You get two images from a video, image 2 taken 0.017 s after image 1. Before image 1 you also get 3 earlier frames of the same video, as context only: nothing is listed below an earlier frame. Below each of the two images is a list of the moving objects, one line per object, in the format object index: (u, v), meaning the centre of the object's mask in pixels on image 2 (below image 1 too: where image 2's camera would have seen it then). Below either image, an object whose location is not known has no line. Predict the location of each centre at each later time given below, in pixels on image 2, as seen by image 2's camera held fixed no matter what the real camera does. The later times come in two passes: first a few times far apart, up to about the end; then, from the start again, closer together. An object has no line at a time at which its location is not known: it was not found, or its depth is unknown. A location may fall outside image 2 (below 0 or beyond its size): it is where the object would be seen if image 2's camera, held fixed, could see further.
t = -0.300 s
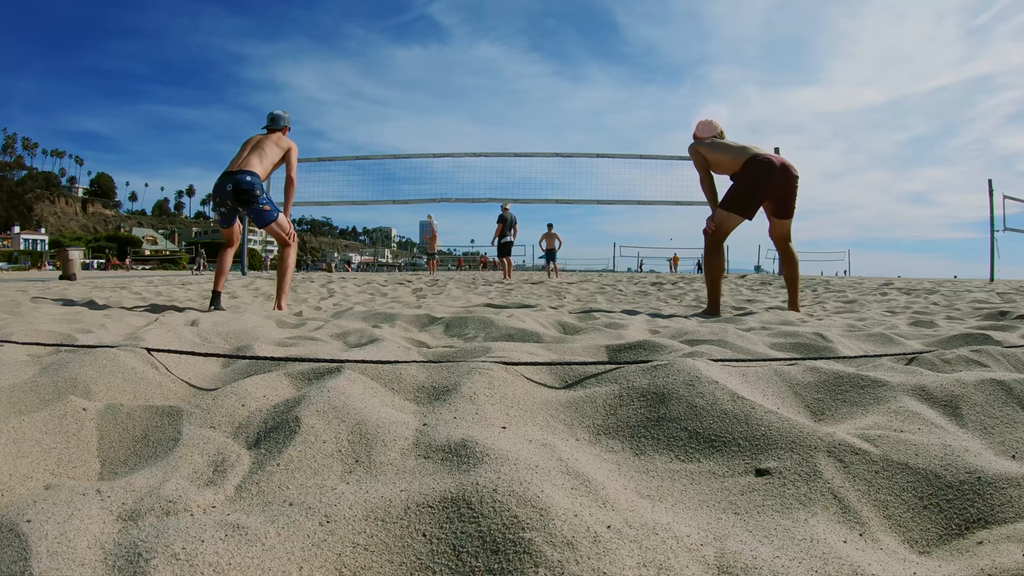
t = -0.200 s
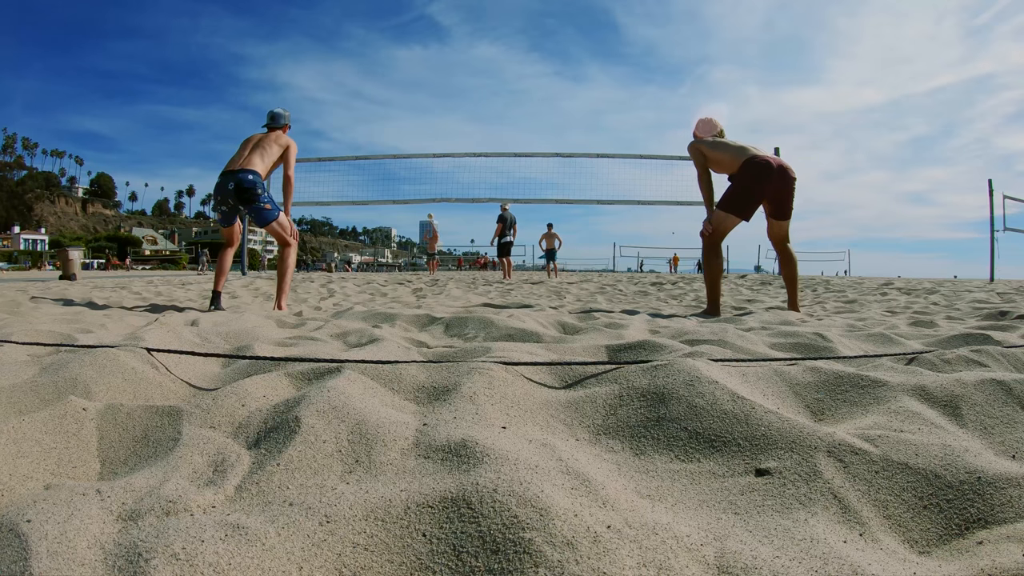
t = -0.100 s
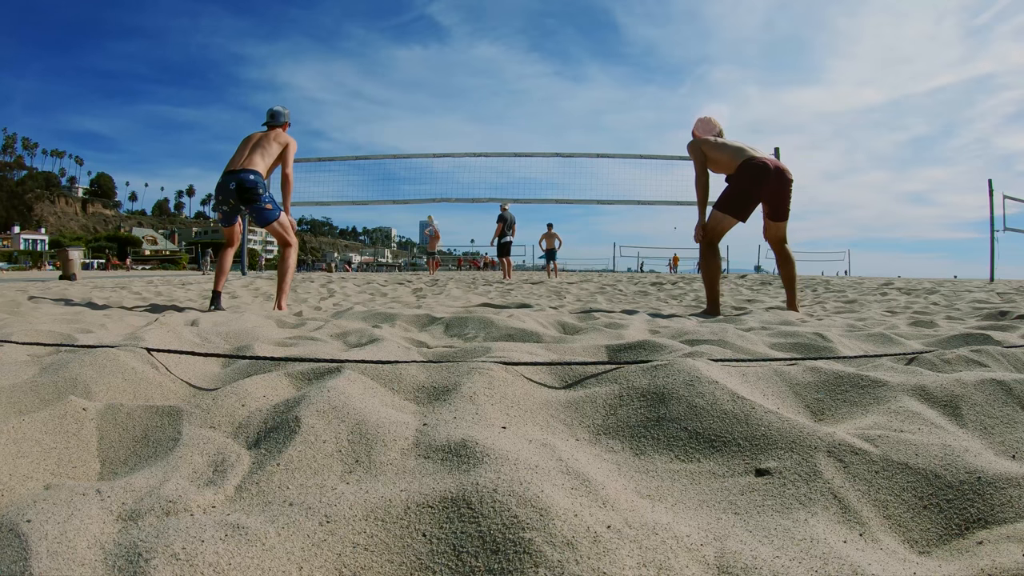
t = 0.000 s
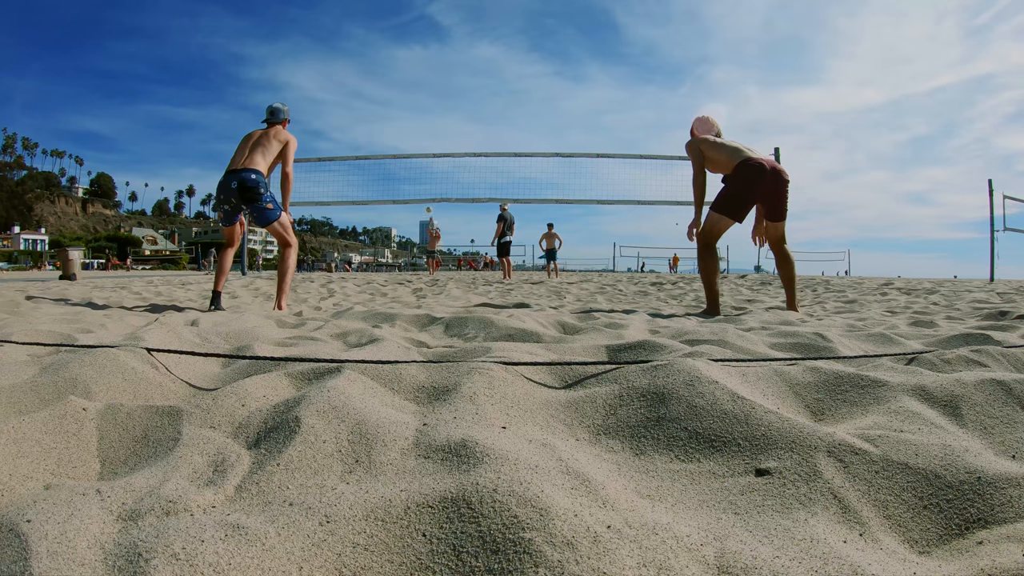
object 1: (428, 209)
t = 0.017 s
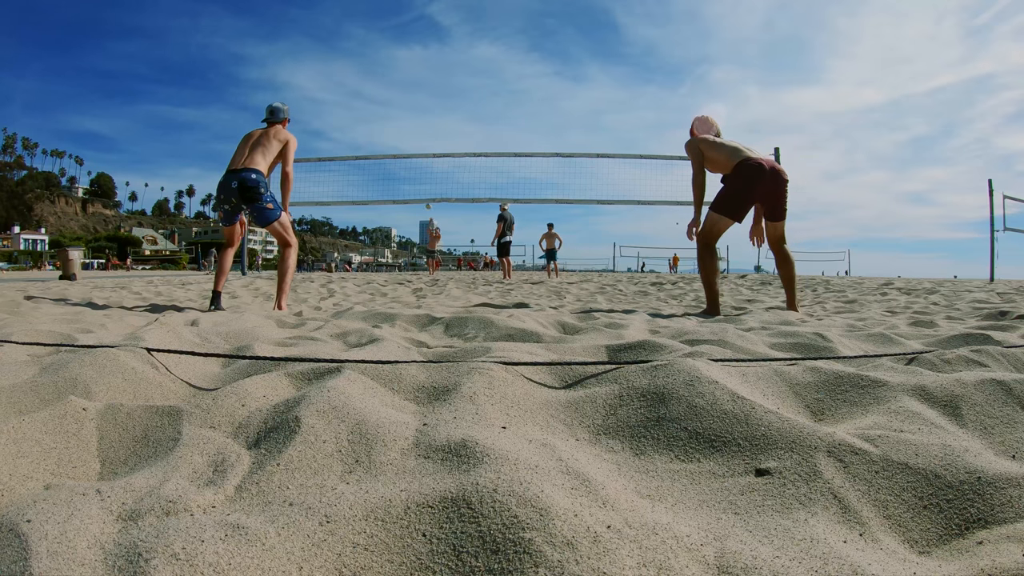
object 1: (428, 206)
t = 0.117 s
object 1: (425, 186)
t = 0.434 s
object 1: (416, 132)
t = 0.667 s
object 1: (404, 102)
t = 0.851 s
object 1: (391, 90)
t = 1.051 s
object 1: (367, 94)
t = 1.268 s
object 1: (327, 134)
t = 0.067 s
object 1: (427, 196)
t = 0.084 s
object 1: (426, 192)
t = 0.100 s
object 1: (426, 189)
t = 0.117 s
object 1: (425, 186)
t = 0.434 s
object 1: (416, 132)
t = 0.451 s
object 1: (415, 129)
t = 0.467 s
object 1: (414, 127)
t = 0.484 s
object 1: (413, 124)
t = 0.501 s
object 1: (413, 122)
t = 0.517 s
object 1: (412, 120)
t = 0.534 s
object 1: (411, 118)
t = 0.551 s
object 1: (410, 115)
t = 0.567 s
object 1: (410, 114)
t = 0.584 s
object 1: (409, 111)
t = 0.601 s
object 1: (408, 109)
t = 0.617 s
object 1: (407, 108)
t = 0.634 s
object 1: (406, 106)
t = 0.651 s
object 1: (405, 104)
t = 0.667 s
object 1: (404, 102)
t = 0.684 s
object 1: (403, 101)
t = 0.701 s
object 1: (402, 99)
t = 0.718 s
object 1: (401, 98)
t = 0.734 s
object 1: (400, 96)
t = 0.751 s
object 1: (399, 95)
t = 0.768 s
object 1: (397, 94)
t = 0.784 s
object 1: (396, 93)
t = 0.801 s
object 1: (395, 92)
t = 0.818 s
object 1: (393, 91)
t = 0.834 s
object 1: (392, 90)
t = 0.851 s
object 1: (391, 90)
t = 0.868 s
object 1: (389, 89)
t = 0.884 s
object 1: (388, 89)
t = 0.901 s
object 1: (386, 89)
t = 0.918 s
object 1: (384, 89)
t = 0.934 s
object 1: (382, 89)
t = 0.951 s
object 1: (380, 89)
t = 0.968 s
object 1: (378, 89)
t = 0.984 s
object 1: (376, 90)
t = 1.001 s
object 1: (374, 91)
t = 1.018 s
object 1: (372, 92)
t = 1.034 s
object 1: (370, 93)
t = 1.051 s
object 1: (367, 94)
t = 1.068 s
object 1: (365, 96)
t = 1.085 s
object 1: (362, 97)
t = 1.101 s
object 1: (360, 99)
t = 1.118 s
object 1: (357, 102)
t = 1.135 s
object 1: (354, 104)
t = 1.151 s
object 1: (351, 107)
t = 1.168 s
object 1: (348, 109)
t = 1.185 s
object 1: (345, 113)
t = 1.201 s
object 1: (342, 116)
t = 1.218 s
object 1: (338, 120)
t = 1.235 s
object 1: (334, 124)
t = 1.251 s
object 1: (331, 129)
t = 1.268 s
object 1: (327, 134)
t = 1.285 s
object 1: (323, 139)
